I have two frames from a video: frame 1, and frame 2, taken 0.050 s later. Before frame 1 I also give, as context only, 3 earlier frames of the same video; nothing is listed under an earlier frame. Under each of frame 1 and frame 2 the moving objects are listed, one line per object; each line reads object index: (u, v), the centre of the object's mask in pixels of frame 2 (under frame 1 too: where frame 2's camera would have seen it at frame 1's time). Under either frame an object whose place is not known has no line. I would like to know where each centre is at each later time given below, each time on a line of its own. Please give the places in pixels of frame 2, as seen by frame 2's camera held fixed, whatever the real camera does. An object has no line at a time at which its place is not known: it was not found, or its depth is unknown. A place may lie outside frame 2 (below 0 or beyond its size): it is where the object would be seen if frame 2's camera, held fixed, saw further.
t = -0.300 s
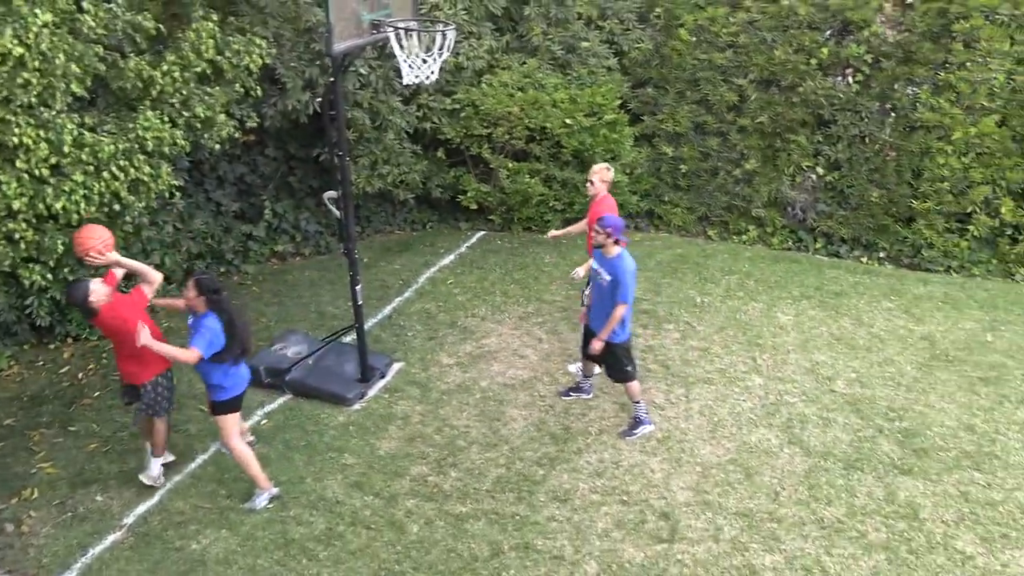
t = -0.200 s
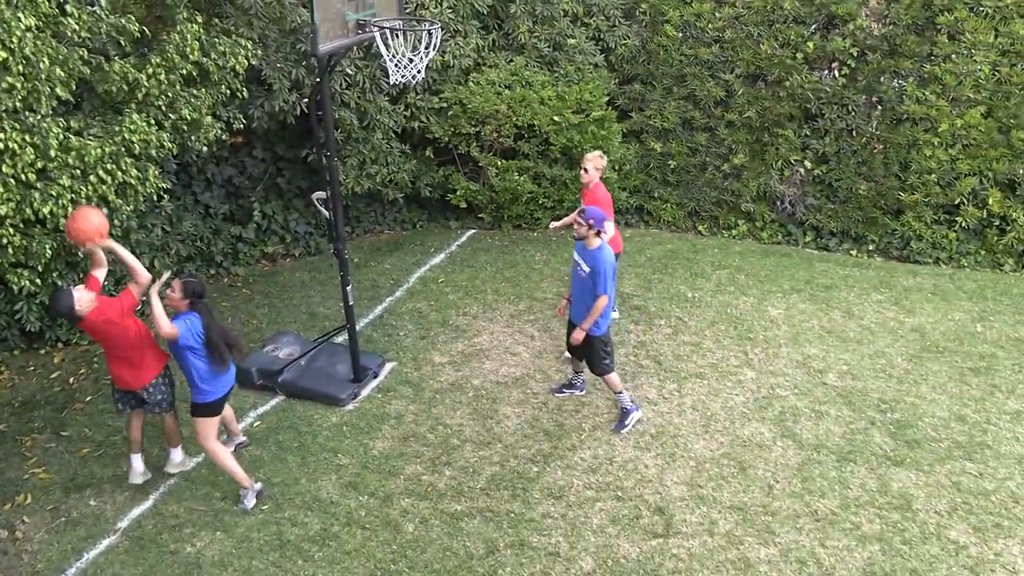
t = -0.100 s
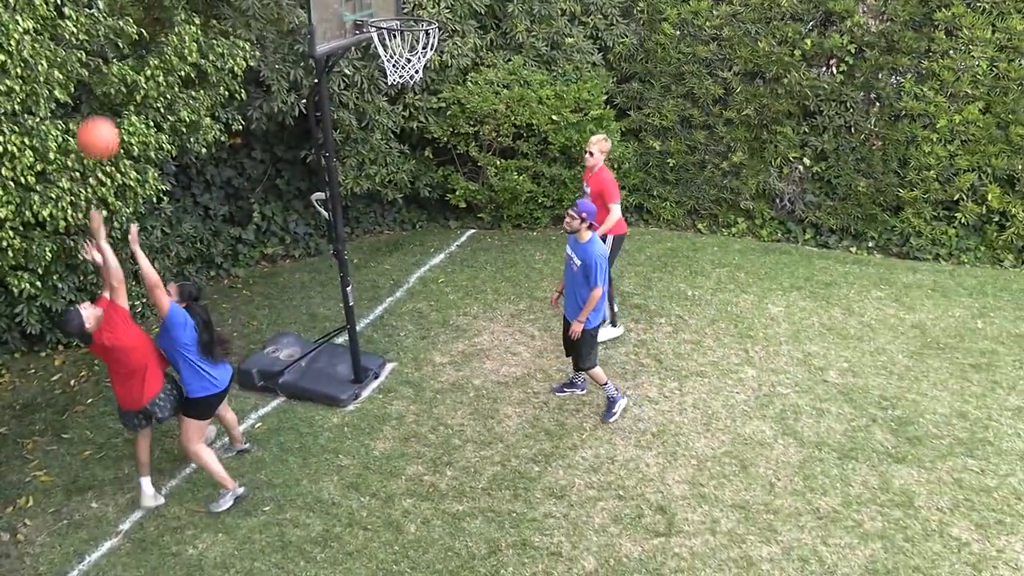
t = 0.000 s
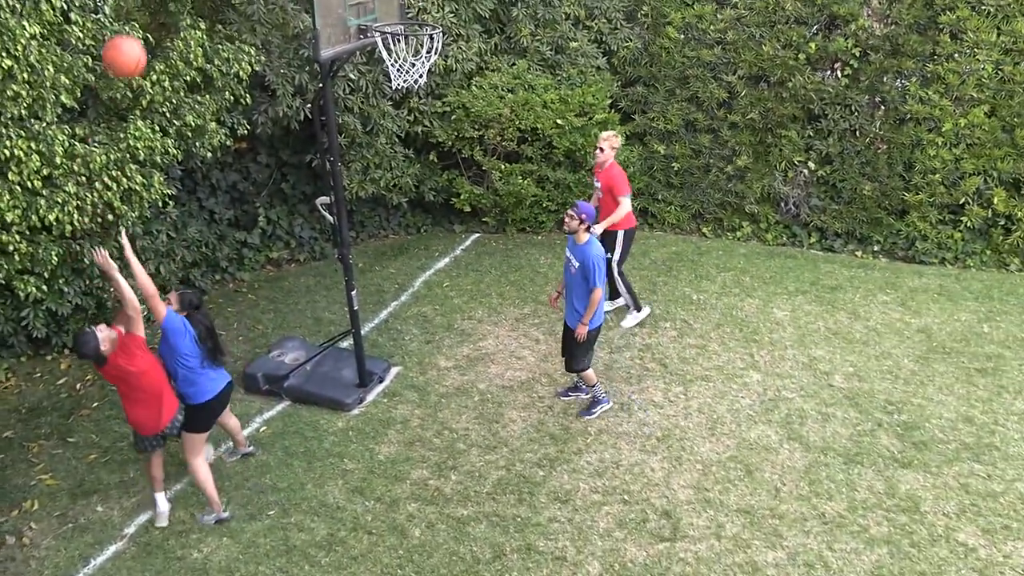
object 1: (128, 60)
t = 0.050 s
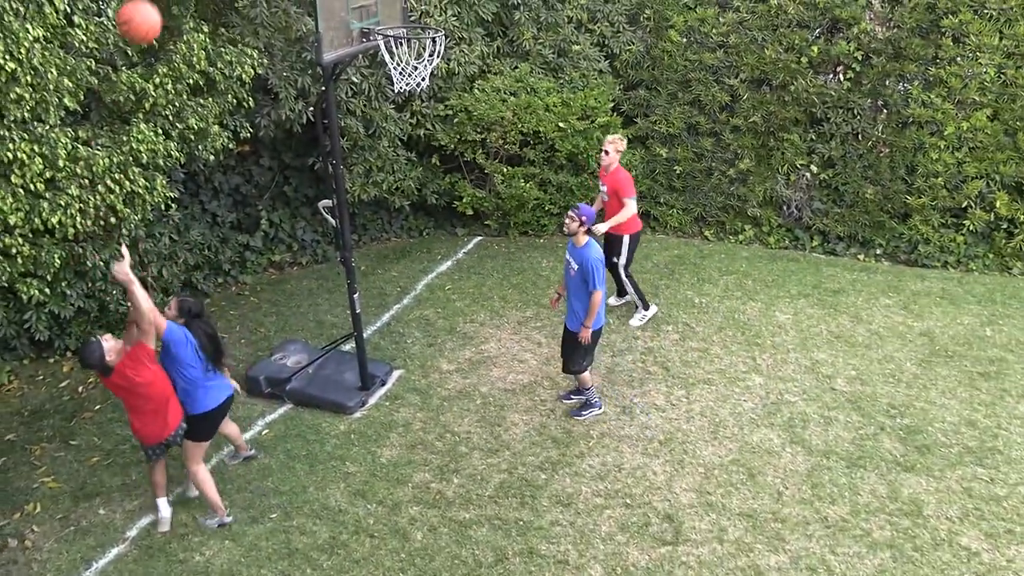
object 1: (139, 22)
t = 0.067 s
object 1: (143, 14)
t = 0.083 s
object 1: (148, 8)
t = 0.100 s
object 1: (155, 2)
